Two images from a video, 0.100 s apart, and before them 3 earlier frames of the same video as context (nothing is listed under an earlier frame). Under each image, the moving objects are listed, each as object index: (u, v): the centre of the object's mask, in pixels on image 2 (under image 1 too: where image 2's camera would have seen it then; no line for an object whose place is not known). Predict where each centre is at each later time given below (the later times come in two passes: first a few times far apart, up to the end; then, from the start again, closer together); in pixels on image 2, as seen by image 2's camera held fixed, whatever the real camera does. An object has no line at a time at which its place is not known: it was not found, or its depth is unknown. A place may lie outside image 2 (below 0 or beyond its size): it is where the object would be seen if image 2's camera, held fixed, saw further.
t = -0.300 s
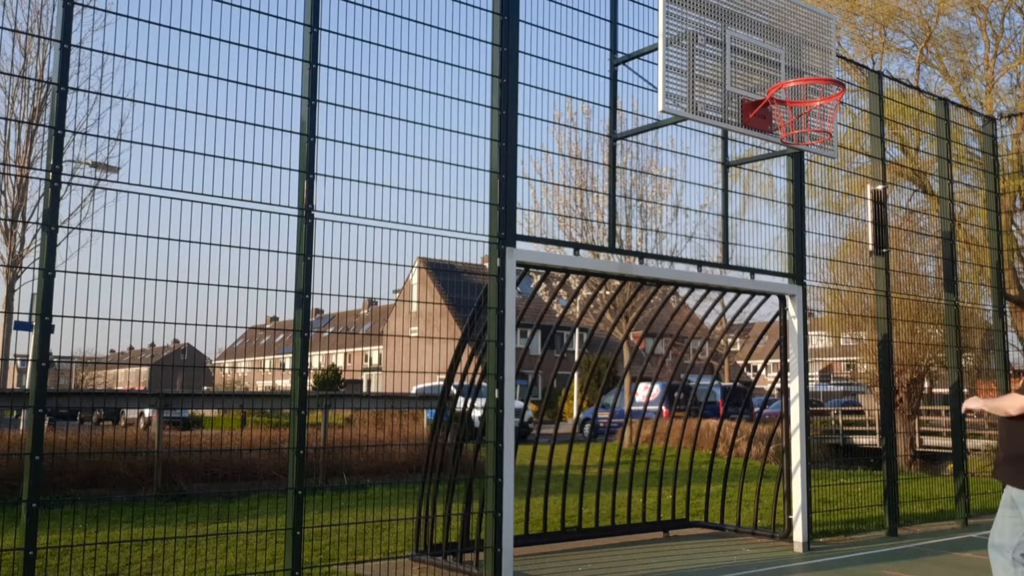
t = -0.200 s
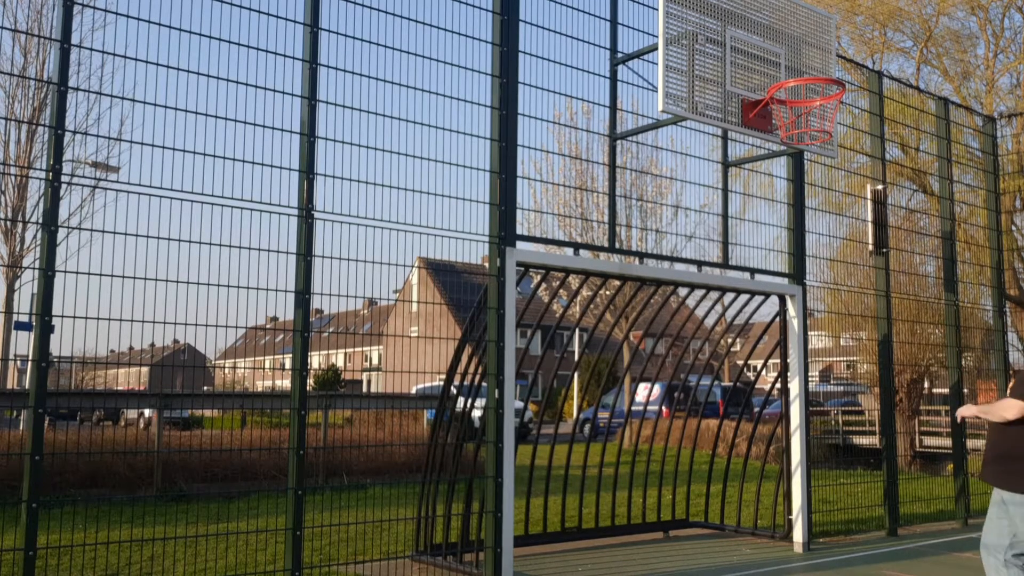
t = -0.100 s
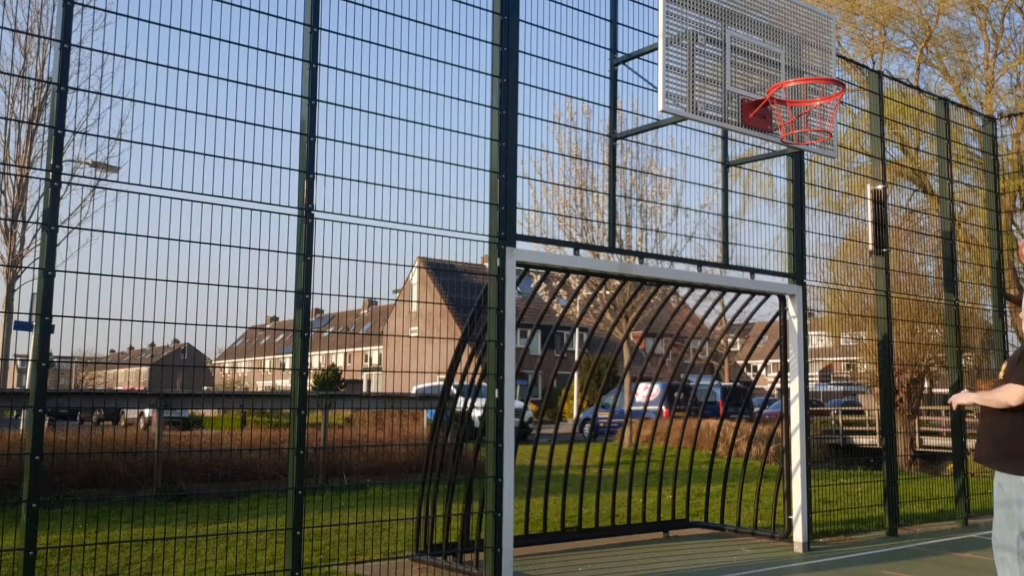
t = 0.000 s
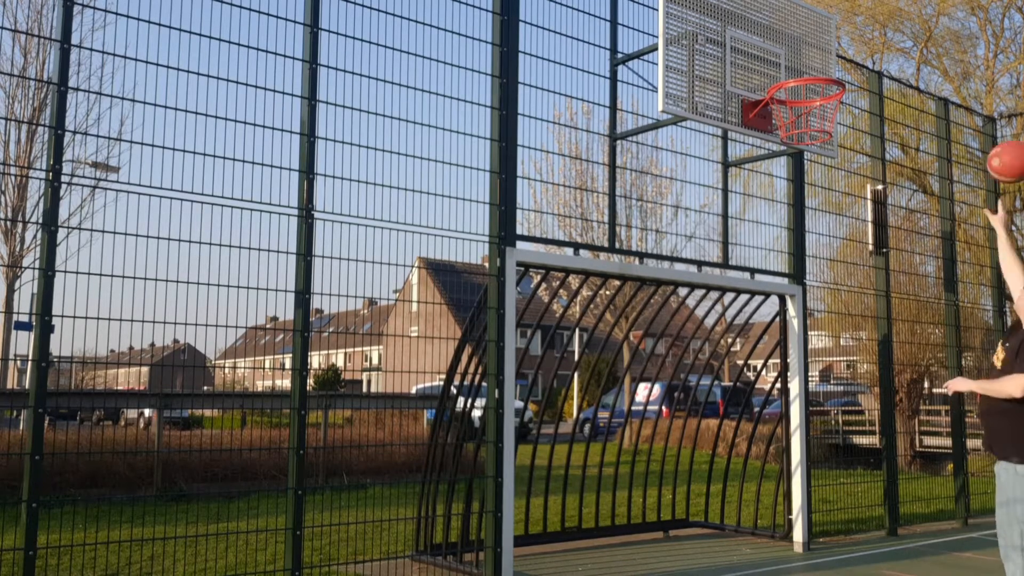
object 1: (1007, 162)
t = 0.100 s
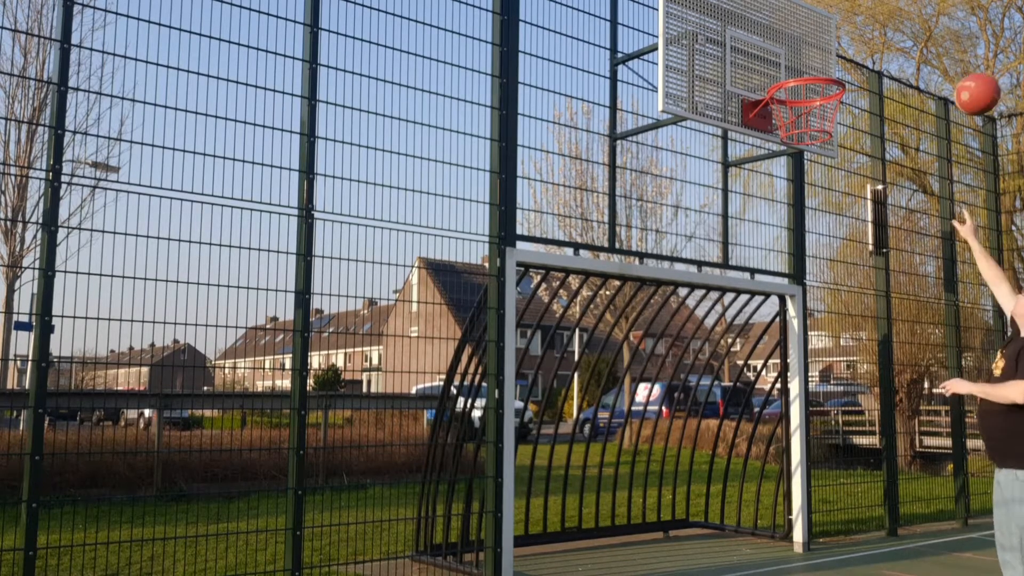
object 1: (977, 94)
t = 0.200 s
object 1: (945, 48)
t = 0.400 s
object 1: (889, 15)
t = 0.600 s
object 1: (841, 42)
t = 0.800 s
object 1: (811, 51)
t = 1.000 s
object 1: (786, 85)
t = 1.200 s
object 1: (812, 131)
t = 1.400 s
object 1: (798, 174)
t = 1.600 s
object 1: (794, 272)
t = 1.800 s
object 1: (791, 426)
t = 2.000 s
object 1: (787, 518)
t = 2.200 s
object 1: (776, 388)
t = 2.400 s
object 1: (766, 319)
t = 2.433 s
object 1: (765, 314)
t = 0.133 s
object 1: (966, 76)
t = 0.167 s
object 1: (956, 61)
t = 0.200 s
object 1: (945, 48)
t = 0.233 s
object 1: (935, 37)
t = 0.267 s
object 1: (925, 29)
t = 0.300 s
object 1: (916, 22)
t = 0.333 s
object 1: (907, 18)
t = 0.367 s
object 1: (897, 16)
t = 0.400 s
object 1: (889, 15)
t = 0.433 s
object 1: (880, 15)
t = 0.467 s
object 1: (872, 17)
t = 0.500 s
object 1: (864, 19)
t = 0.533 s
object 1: (856, 26)
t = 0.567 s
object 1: (849, 33)
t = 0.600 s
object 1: (841, 42)
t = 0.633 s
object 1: (833, 53)
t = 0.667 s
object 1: (827, 61)
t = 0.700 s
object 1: (823, 57)
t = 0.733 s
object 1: (819, 53)
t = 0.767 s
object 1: (814, 51)
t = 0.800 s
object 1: (811, 51)
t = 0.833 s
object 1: (807, 52)
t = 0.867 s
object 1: (803, 56)
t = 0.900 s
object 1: (799, 60)
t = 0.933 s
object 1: (795, 65)
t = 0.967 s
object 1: (791, 70)
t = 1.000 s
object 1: (786, 85)
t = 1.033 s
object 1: (789, 93)
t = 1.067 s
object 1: (796, 102)
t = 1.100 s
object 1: (801, 109)
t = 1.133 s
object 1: (806, 119)
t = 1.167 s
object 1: (809, 126)
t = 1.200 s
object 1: (812, 131)
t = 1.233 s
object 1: (806, 135)
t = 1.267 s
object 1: (801, 140)
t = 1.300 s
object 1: (800, 146)
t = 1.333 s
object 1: (799, 154)
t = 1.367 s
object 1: (798, 163)
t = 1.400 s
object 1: (798, 174)
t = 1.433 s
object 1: (797, 186)
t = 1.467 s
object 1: (796, 200)
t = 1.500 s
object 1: (795, 216)
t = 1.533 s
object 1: (795, 233)
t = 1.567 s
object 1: (795, 252)
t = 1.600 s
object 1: (794, 272)
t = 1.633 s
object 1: (793, 294)
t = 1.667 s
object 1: (793, 317)
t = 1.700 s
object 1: (792, 342)
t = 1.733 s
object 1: (792, 369)
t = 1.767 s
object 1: (791, 396)
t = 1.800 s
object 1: (791, 426)
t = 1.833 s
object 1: (791, 457)
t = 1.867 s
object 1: (791, 490)
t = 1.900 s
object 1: (790, 524)
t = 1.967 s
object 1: (789, 546)
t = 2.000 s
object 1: (787, 518)
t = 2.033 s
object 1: (785, 491)
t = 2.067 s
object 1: (783, 467)
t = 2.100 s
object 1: (781, 445)
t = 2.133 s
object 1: (779, 424)
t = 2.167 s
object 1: (778, 405)
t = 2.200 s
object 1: (776, 388)
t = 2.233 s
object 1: (775, 373)
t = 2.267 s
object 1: (773, 358)
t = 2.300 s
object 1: (770, 347)
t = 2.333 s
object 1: (769, 336)
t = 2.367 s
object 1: (767, 327)
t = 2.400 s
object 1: (766, 319)
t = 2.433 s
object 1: (765, 314)
